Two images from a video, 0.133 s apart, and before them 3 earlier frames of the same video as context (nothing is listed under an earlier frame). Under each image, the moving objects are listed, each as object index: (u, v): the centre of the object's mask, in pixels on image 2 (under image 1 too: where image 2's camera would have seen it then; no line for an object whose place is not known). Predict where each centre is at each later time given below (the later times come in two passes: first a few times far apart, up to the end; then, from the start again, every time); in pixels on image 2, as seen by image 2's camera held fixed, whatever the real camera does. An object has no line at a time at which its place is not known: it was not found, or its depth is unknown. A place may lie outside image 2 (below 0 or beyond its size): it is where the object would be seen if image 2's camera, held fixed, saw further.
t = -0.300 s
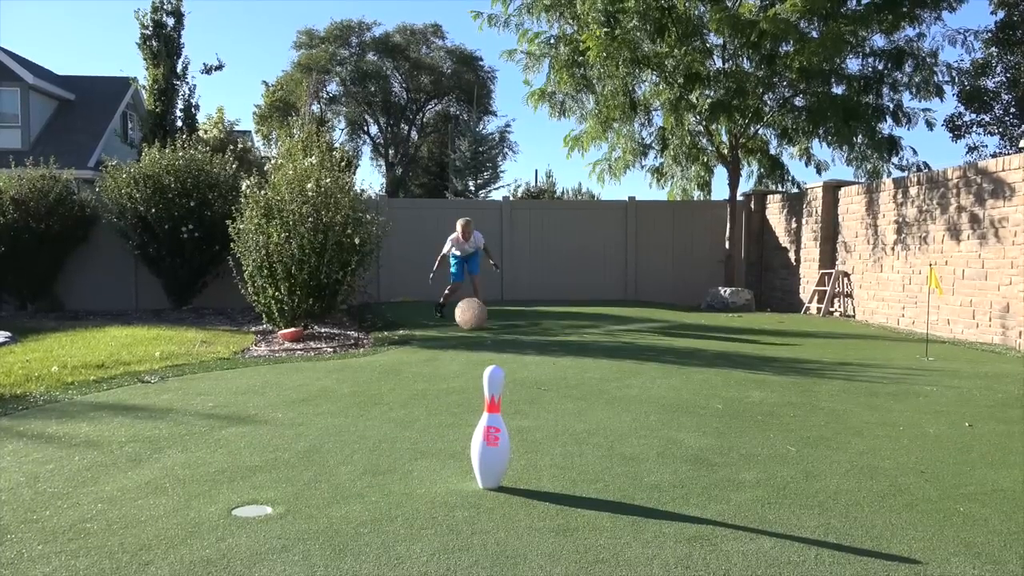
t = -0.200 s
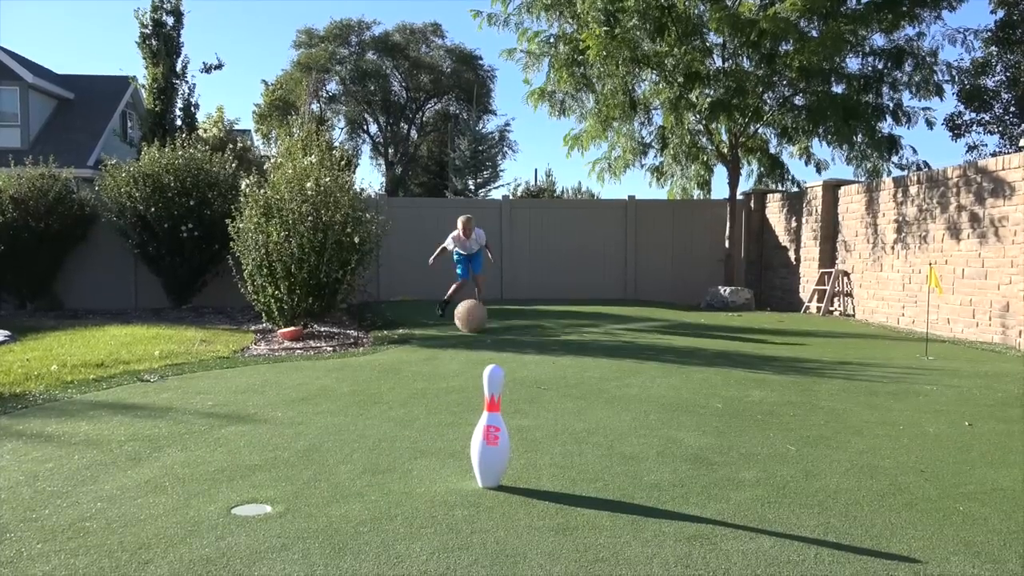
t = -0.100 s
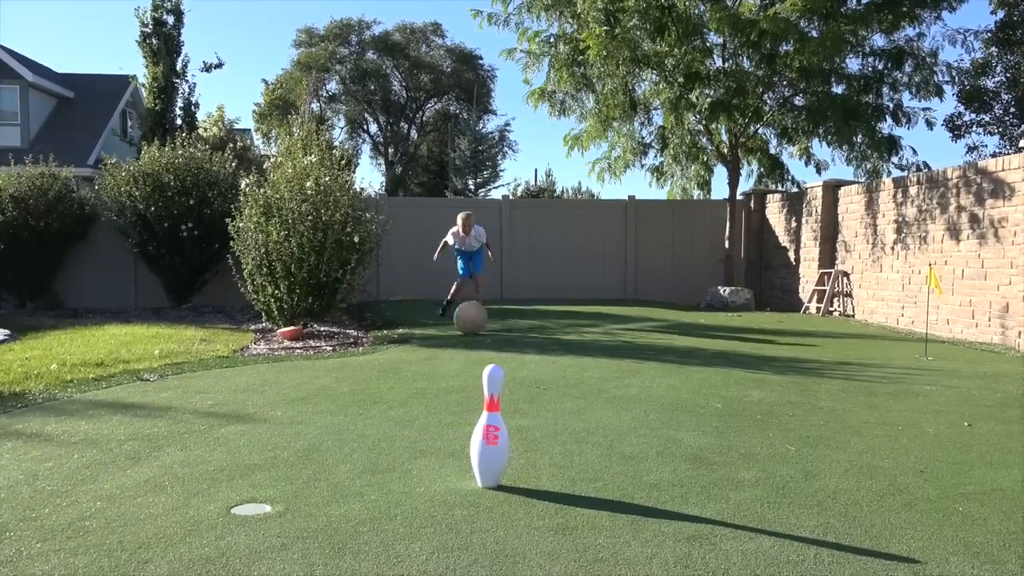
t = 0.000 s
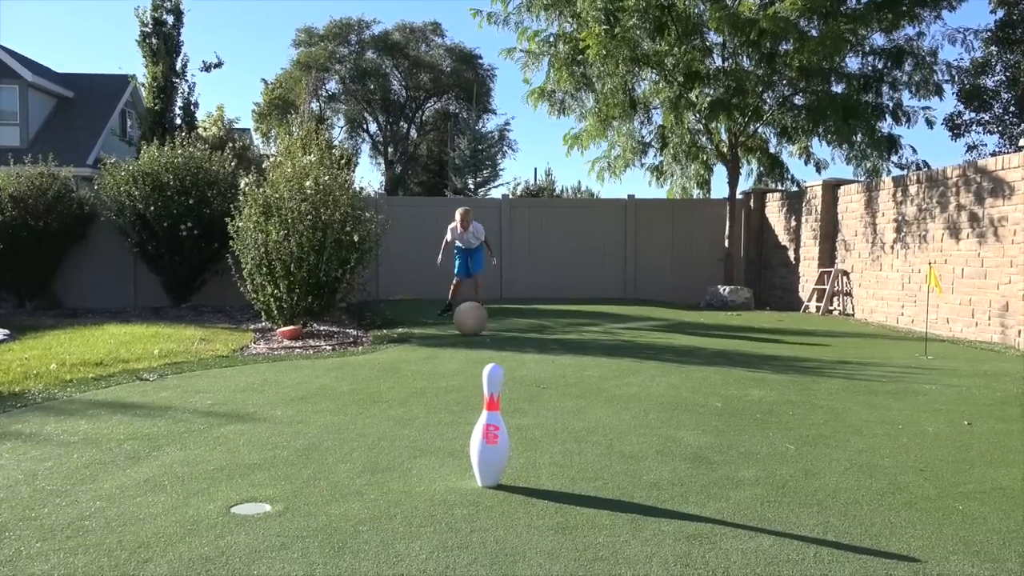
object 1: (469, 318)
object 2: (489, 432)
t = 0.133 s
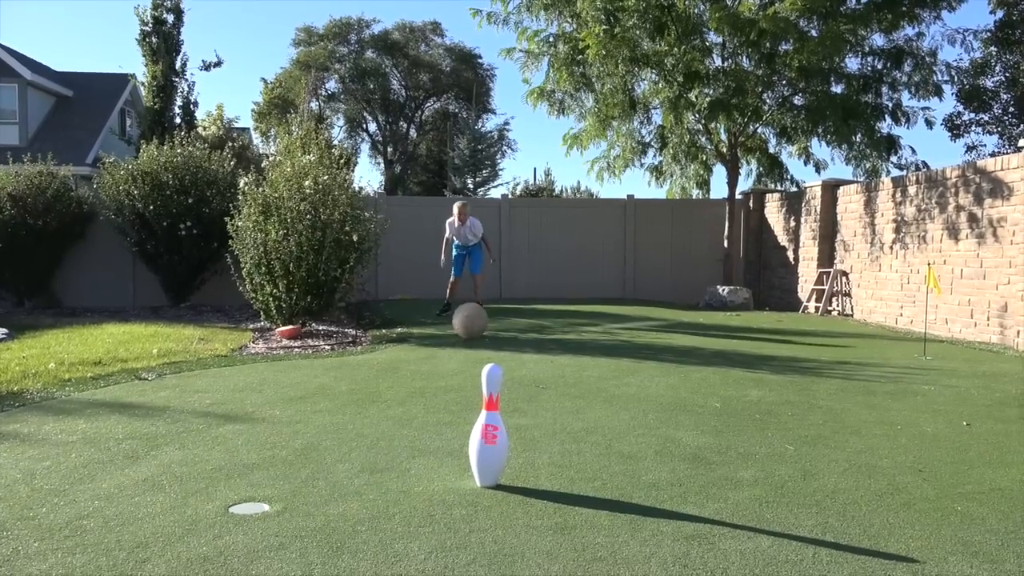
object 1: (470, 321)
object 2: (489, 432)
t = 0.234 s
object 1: (470, 322)
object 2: (489, 432)
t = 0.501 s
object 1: (471, 329)
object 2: (489, 432)
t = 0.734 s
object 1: (471, 332)
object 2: (489, 432)
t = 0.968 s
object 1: (472, 338)
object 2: (489, 432)
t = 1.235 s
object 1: (475, 345)
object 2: (489, 432)
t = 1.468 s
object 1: (476, 351)
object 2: (489, 432)
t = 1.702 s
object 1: (475, 357)
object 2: (489, 432)
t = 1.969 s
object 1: (476, 368)
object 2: (489, 432)
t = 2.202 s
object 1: (479, 380)
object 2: (489, 432)
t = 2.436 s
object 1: (481, 389)
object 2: (489, 432)
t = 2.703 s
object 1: (499, 405)
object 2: (489, 432)
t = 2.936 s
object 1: (507, 420)
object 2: (489, 432)
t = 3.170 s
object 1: (517, 437)
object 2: (477, 482)
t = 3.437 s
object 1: (542, 456)
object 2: (479, 519)
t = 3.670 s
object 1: (572, 471)
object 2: (489, 528)
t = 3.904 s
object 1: (606, 487)
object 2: (499, 529)
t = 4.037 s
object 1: (627, 499)
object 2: (502, 529)
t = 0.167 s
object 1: (470, 321)
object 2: (489, 432)
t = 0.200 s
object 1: (470, 321)
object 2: (489, 432)
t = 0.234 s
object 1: (470, 322)
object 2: (489, 432)
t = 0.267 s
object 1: (470, 323)
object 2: (489, 432)
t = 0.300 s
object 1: (470, 324)
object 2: (489, 432)
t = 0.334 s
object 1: (470, 326)
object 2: (489, 432)
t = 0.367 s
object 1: (470, 326)
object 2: (489, 432)
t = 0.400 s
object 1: (471, 327)
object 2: (489, 432)
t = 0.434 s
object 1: (471, 327)
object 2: (489, 432)
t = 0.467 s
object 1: (471, 328)
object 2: (489, 432)
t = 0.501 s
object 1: (471, 329)
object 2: (489, 432)
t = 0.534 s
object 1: (470, 329)
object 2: (489, 432)
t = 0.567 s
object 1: (471, 330)
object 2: (489, 432)
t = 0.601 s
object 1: (471, 330)
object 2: (489, 432)
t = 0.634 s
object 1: (471, 331)
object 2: (489, 432)
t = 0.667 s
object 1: (471, 331)
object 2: (489, 432)
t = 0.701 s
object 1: (471, 331)
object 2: (489, 432)
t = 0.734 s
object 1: (471, 332)
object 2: (489, 432)
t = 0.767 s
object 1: (472, 333)
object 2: (489, 432)
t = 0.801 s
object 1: (472, 333)
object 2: (489, 432)
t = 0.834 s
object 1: (472, 334)
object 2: (489, 432)
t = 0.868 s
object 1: (472, 335)
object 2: (489, 432)
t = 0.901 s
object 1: (472, 336)
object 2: (489, 432)
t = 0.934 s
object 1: (472, 337)
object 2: (489, 432)
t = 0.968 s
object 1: (472, 338)
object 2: (489, 432)
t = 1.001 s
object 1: (473, 339)
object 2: (489, 432)
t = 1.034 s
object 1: (473, 340)
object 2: (489, 432)
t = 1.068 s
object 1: (473, 340)
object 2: (489, 432)
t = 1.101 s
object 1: (473, 342)
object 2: (489, 432)
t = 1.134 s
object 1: (473, 343)
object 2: (489, 432)
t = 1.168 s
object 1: (474, 343)
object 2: (489, 432)
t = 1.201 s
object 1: (474, 344)
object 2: (489, 432)
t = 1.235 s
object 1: (475, 345)
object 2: (489, 432)
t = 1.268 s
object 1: (475, 345)
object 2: (489, 432)
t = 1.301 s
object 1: (475, 346)
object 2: (489, 432)
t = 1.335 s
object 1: (476, 347)
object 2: (489, 432)
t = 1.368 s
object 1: (476, 348)
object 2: (489, 432)
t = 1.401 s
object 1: (476, 348)
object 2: (489, 432)
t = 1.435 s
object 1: (476, 349)
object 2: (489, 432)
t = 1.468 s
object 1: (476, 351)
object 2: (489, 432)
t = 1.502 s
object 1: (476, 352)
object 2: (489, 432)
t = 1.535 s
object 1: (476, 352)
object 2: (489, 432)
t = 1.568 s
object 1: (476, 353)
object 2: (489, 432)
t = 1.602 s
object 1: (476, 354)
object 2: (489, 432)
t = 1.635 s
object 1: (475, 355)
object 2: (489, 432)
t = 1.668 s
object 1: (475, 356)
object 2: (489, 432)
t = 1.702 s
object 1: (475, 357)
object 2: (489, 432)
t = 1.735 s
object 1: (475, 359)
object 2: (489, 432)
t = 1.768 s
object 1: (475, 360)
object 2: (489, 432)
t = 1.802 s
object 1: (475, 361)
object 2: (489, 432)
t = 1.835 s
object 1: (475, 363)
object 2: (489, 432)
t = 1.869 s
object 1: (475, 364)
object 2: (489, 432)
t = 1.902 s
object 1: (476, 365)
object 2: (489, 432)
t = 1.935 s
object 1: (476, 367)
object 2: (489, 432)
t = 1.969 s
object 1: (476, 368)
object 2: (489, 432)
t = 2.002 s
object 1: (477, 369)
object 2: (489, 432)
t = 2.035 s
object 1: (477, 371)
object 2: (489, 432)
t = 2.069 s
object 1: (478, 372)
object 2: (489, 432)
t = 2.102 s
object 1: (478, 374)
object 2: (489, 432)
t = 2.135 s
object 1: (478, 376)
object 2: (489, 432)
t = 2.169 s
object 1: (478, 378)
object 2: (489, 432)
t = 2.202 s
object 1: (479, 380)
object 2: (489, 432)
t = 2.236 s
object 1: (479, 381)
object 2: (489, 432)
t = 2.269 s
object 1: (480, 382)
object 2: (489, 432)
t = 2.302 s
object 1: (480, 384)
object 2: (489, 432)
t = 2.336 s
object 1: (481, 385)
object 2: (489, 432)
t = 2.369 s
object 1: (481, 386)
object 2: (489, 432)
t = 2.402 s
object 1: (481, 387)
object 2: (489, 432)
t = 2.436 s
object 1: (481, 389)
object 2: (489, 432)
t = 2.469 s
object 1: (481, 391)
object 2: (489, 432)
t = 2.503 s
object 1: (482, 393)
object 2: (489, 432)
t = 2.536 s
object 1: (482, 395)
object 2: (489, 432)
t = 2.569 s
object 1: (482, 397)
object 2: (489, 432)
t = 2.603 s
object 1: (482, 399)
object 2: (489, 432)
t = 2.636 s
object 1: (499, 402)
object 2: (489, 432)
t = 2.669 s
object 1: (499, 403)
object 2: (489, 432)
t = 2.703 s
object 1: (499, 405)
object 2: (489, 432)
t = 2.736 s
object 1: (499, 409)
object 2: (489, 432)
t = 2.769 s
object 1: (499, 409)
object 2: (489, 432)
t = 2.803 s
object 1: (499, 411)
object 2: (489, 432)
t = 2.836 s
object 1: (501, 413)
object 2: (489, 432)
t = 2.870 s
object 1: (503, 415)
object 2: (489, 432)
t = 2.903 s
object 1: (505, 419)
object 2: (489, 432)
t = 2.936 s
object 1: (507, 420)
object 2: (489, 432)
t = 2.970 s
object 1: (509, 423)
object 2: (488, 433)
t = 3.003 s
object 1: (522, 427)
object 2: (486, 434)
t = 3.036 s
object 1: (522, 429)
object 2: (484, 438)
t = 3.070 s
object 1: (522, 431)
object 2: (482, 444)
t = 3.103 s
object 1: (521, 432)
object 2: (480, 450)
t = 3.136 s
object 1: (518, 433)
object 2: (477, 464)
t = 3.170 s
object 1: (517, 437)
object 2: (477, 482)
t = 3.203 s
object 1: (519, 440)
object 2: (473, 503)
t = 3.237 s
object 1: (523, 441)
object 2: (474, 495)
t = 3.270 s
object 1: (526, 443)
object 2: (475, 491)
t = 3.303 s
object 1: (530, 445)
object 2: (475, 491)
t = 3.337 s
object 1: (532, 447)
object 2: (476, 495)
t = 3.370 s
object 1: (535, 450)
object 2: (477, 503)
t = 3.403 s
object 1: (538, 454)
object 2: (478, 515)
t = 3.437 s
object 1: (542, 456)
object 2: (479, 519)
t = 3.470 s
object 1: (547, 458)
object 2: (481, 517)
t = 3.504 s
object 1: (550, 460)
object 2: (483, 520)
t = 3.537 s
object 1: (554, 463)
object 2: (485, 521)
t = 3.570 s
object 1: (558, 464)
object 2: (486, 525)
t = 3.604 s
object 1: (563, 466)
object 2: (487, 526)
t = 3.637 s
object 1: (568, 469)
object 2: (488, 527)
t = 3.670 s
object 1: (572, 471)
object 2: (489, 528)
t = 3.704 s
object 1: (577, 473)
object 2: (491, 528)
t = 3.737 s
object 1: (582, 476)
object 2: (492, 528)
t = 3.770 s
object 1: (587, 478)
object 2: (494, 528)
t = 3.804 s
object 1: (592, 480)
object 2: (496, 529)
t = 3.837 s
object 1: (597, 483)
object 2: (497, 529)
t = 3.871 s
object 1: (601, 485)
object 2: (498, 529)
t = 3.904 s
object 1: (606, 487)
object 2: (499, 529)
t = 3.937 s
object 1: (612, 490)
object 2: (500, 529)
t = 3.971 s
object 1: (617, 493)
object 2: (501, 529)
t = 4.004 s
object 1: (622, 496)
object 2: (501, 529)
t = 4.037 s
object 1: (627, 499)
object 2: (502, 529)
